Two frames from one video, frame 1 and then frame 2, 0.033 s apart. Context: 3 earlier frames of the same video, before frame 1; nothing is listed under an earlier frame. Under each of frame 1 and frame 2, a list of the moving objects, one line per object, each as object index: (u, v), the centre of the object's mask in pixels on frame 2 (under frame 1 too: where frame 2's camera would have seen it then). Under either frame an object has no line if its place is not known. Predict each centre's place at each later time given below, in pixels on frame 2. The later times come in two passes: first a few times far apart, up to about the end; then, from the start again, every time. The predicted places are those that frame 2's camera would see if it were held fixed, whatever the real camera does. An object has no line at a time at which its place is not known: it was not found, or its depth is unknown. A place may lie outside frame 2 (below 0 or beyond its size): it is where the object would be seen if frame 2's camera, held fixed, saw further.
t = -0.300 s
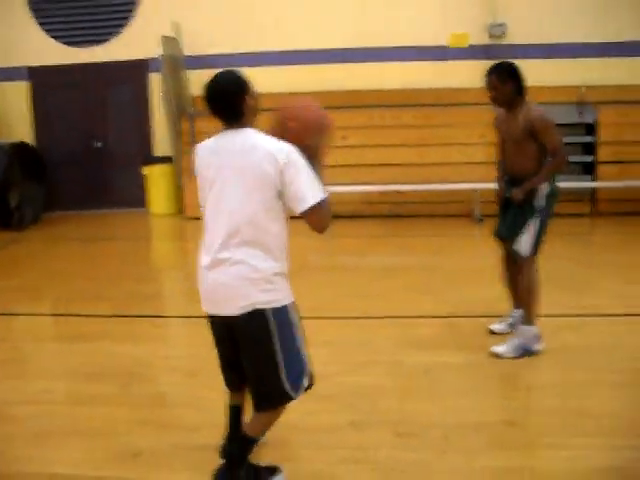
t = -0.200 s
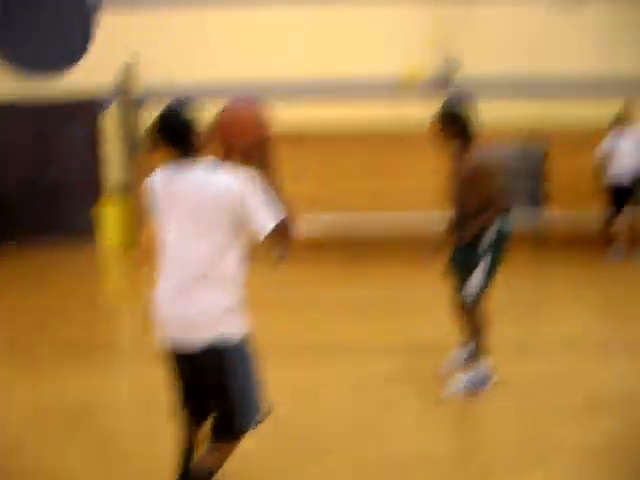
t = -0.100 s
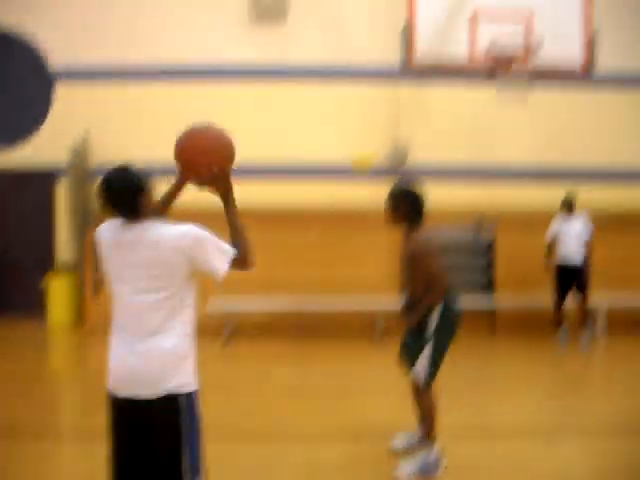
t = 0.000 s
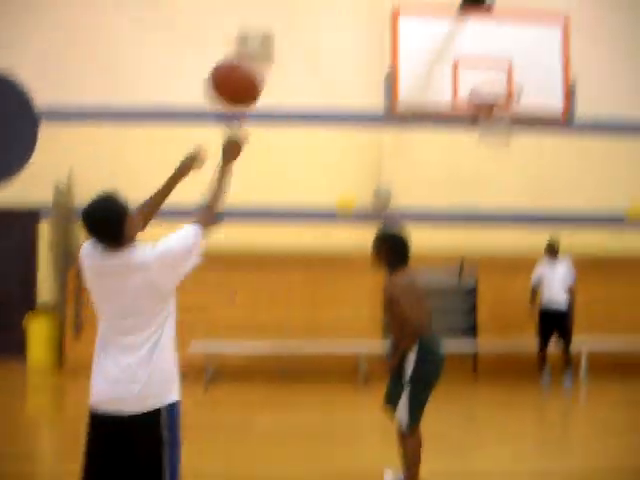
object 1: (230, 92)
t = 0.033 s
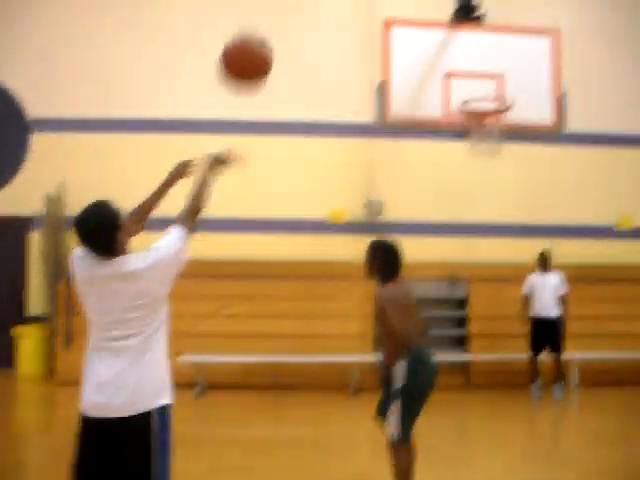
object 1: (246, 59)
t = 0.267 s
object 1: (344, -49)
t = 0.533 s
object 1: (411, -61)
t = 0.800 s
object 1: (457, 14)
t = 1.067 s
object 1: (489, 135)
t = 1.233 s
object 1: (497, 176)
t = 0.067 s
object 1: (264, 30)
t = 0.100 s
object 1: (279, 9)
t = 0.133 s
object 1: (293, -8)
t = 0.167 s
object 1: (308, -22)
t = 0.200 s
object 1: (321, -31)
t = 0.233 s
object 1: (333, -39)
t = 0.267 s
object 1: (344, -49)
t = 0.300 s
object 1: (354, -58)
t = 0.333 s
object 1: (365, -65)
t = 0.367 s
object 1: (373, -71)
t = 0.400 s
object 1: (382, -73)
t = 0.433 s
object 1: (389, -72)
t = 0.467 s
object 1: (397, -70)
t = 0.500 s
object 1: (404, -66)
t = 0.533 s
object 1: (411, -61)
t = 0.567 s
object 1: (418, -56)
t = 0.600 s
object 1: (424, -48)
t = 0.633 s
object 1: (431, -40)
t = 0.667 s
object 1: (436, -31)
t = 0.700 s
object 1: (442, -21)
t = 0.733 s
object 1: (447, -10)
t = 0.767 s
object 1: (452, 1)
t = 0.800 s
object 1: (457, 14)
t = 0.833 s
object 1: (462, 27)
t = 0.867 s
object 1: (467, 42)
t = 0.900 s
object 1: (470, 56)
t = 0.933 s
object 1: (475, 71)
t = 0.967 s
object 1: (479, 88)
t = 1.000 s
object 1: (484, 106)
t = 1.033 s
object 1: (483, 119)
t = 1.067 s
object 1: (489, 135)
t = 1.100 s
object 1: (491, 142)
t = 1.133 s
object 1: (493, 149)
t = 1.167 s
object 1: (494, 157)
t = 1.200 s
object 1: (496, 166)
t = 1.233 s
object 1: (497, 176)
